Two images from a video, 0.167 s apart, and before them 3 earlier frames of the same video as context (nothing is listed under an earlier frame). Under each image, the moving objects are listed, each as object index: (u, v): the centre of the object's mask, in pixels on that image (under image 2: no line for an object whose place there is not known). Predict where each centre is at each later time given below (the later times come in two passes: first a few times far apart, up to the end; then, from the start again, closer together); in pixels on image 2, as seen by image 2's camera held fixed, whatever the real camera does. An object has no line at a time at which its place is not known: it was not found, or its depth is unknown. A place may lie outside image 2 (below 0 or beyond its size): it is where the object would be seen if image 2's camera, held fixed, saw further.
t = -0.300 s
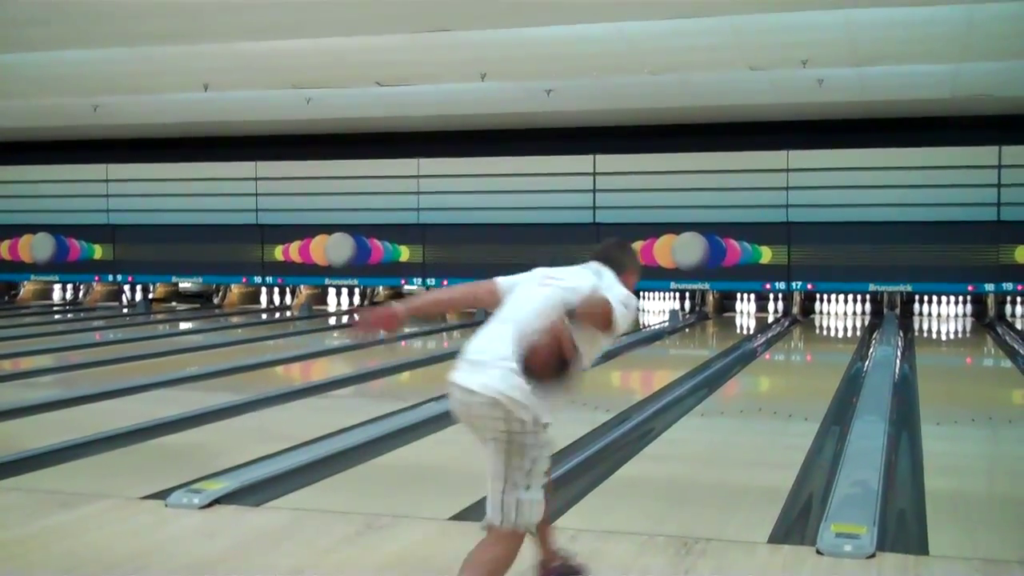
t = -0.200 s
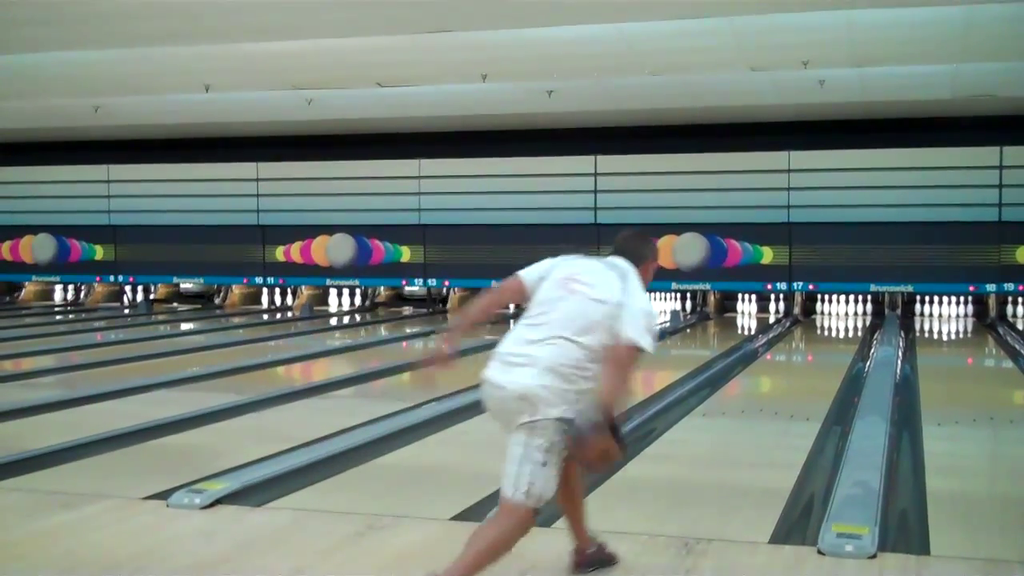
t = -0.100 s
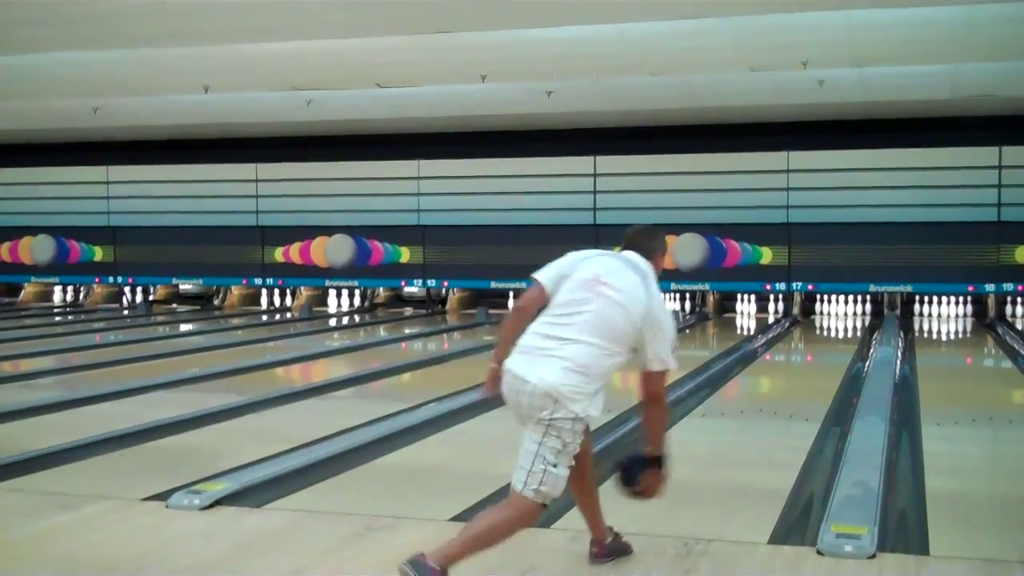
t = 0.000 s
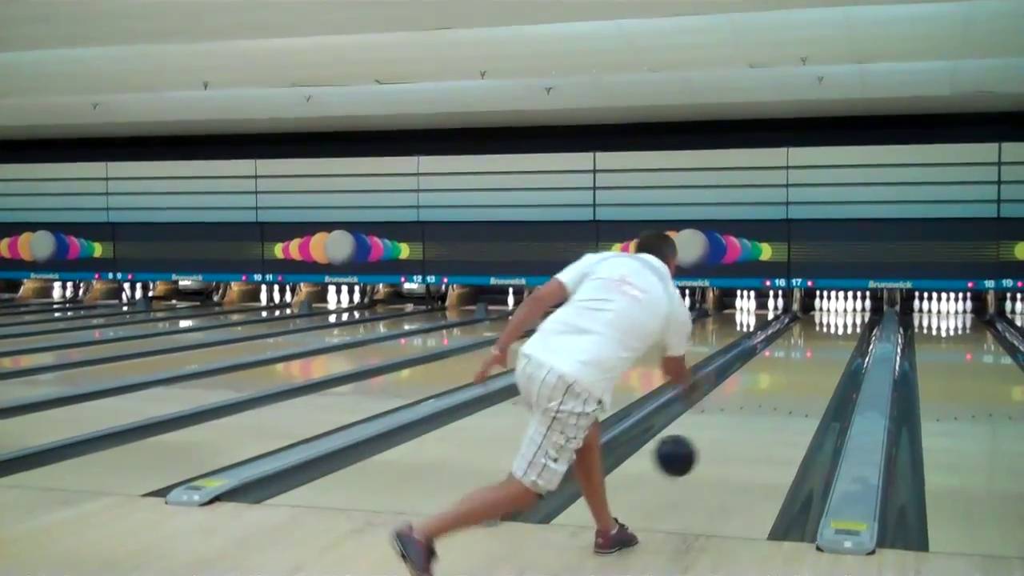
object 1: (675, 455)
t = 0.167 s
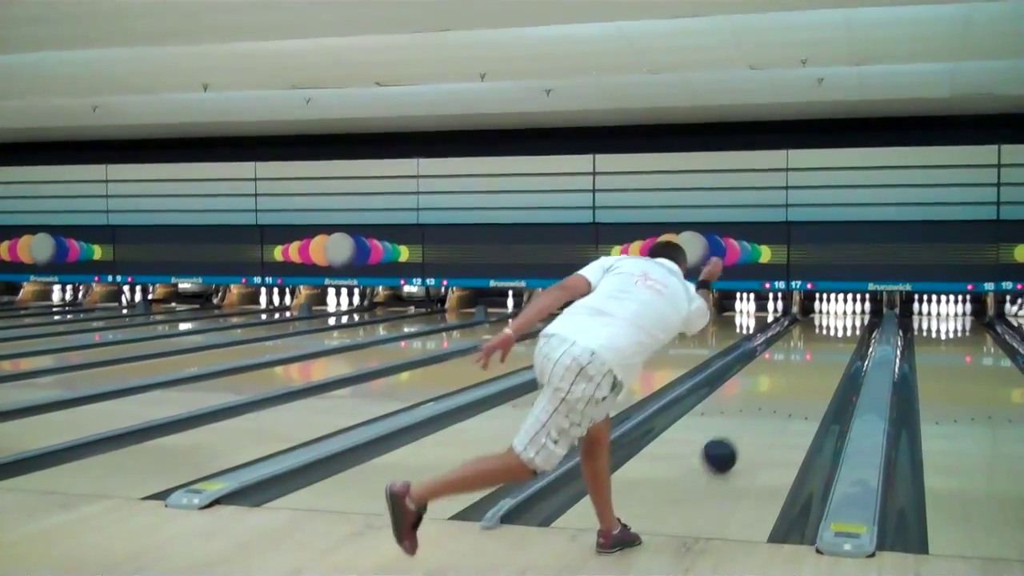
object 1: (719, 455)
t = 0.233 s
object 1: (733, 441)
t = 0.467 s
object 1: (770, 404)
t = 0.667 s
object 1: (791, 382)
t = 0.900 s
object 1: (810, 362)
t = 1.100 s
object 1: (821, 349)
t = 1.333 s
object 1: (832, 337)
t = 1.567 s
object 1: (839, 328)
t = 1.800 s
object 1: (843, 320)
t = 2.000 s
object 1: (844, 315)
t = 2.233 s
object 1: (843, 311)
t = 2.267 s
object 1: (843, 310)
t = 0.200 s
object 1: (727, 447)
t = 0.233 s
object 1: (733, 441)
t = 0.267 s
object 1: (739, 434)
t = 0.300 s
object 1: (745, 429)
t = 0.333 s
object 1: (751, 424)
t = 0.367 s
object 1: (755, 418)
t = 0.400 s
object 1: (766, 417)
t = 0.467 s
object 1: (770, 404)
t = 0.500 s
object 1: (774, 400)
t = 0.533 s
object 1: (778, 396)
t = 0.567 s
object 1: (781, 393)
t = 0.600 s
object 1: (785, 389)
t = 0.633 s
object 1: (788, 385)
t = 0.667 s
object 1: (791, 382)
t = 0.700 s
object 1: (794, 378)
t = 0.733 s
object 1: (797, 376)
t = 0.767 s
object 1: (800, 373)
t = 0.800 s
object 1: (803, 370)
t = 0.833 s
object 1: (805, 367)
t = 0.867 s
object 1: (807, 365)
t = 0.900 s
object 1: (810, 362)
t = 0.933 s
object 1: (812, 360)
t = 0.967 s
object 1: (814, 358)
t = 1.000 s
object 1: (816, 356)
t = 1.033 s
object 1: (818, 354)
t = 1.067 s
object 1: (819, 352)
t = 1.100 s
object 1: (821, 349)
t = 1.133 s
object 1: (823, 347)
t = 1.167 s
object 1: (820, 343)
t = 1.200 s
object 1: (826, 344)
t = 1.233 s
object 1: (828, 342)
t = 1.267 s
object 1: (829, 341)
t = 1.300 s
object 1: (830, 339)
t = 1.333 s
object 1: (832, 337)
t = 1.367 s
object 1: (833, 336)
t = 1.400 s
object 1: (834, 334)
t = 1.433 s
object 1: (835, 333)
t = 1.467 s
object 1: (836, 332)
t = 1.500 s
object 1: (838, 331)
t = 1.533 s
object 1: (838, 330)
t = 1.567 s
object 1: (839, 328)
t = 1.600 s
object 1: (840, 327)
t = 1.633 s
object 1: (841, 326)
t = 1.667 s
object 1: (841, 325)
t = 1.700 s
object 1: (842, 324)
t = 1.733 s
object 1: (842, 322)
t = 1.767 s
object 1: (843, 321)
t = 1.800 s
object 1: (843, 320)
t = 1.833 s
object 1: (844, 319)
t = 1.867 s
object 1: (844, 318)
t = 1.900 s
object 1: (844, 317)
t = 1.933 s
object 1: (844, 317)
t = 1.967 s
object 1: (844, 316)
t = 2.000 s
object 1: (844, 315)
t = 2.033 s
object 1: (844, 314)
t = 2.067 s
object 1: (844, 313)
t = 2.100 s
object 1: (844, 313)
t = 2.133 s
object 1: (843, 312)
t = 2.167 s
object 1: (843, 311)
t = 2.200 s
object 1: (843, 311)
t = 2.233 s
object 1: (843, 311)
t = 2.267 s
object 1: (843, 310)
